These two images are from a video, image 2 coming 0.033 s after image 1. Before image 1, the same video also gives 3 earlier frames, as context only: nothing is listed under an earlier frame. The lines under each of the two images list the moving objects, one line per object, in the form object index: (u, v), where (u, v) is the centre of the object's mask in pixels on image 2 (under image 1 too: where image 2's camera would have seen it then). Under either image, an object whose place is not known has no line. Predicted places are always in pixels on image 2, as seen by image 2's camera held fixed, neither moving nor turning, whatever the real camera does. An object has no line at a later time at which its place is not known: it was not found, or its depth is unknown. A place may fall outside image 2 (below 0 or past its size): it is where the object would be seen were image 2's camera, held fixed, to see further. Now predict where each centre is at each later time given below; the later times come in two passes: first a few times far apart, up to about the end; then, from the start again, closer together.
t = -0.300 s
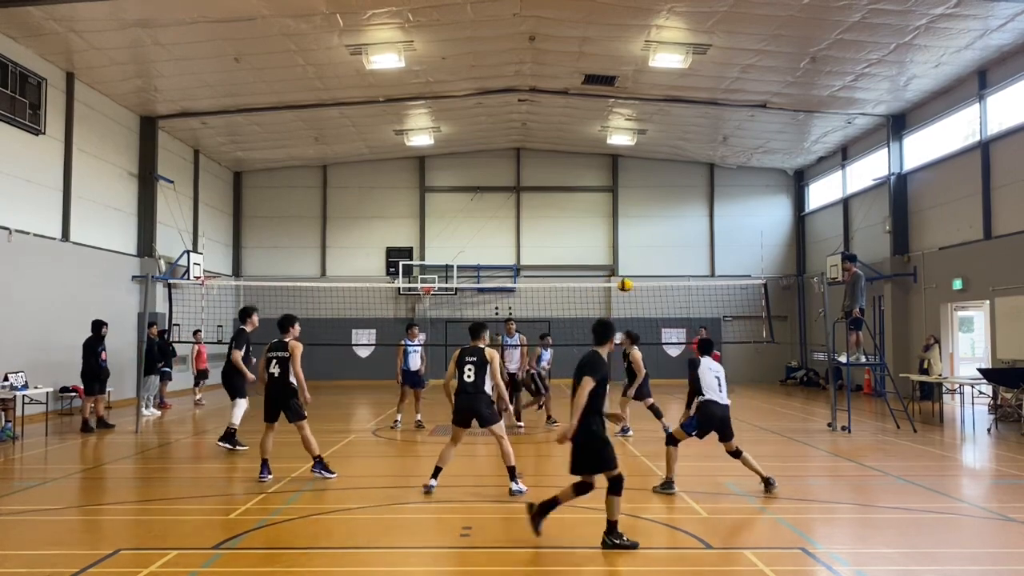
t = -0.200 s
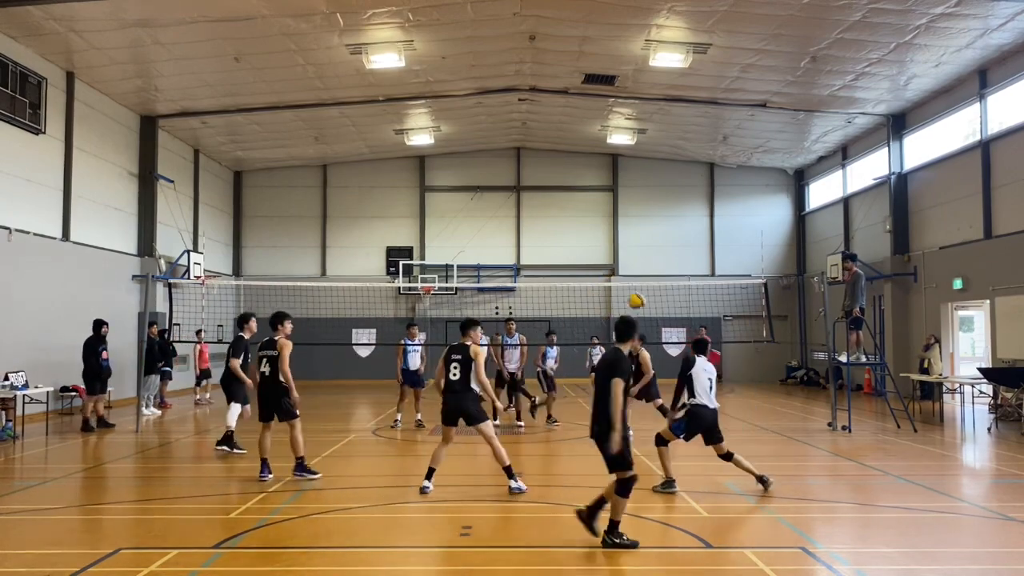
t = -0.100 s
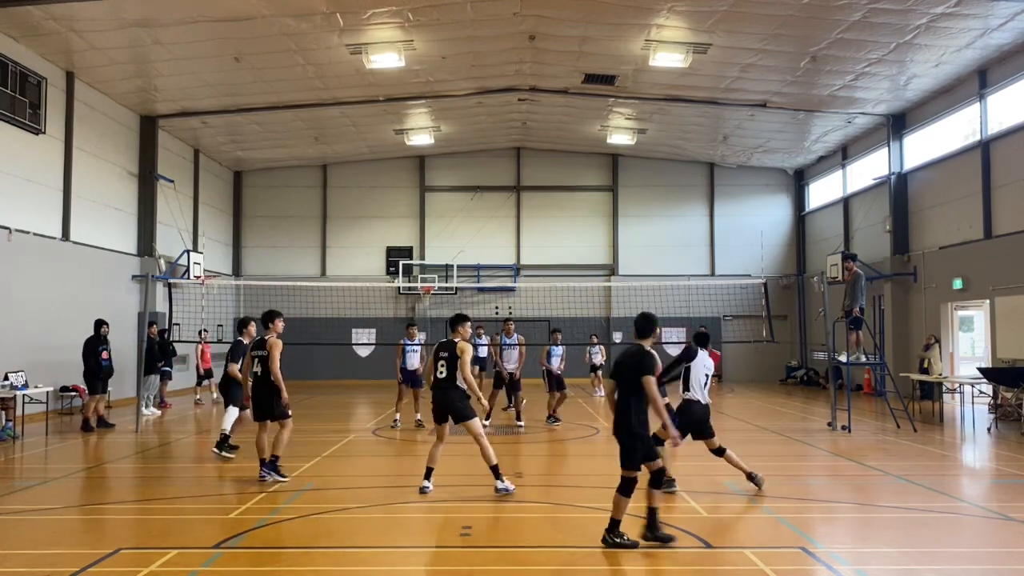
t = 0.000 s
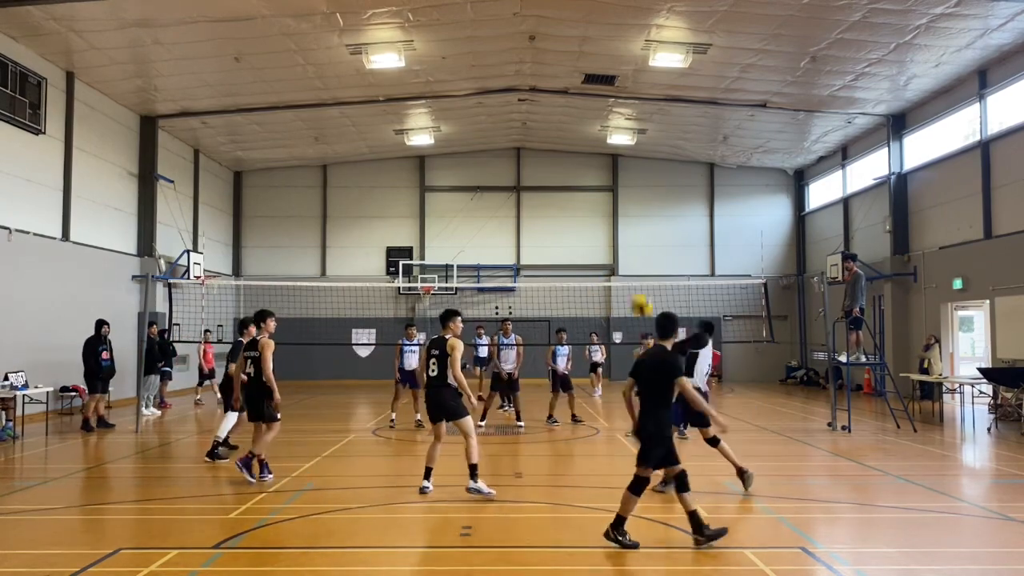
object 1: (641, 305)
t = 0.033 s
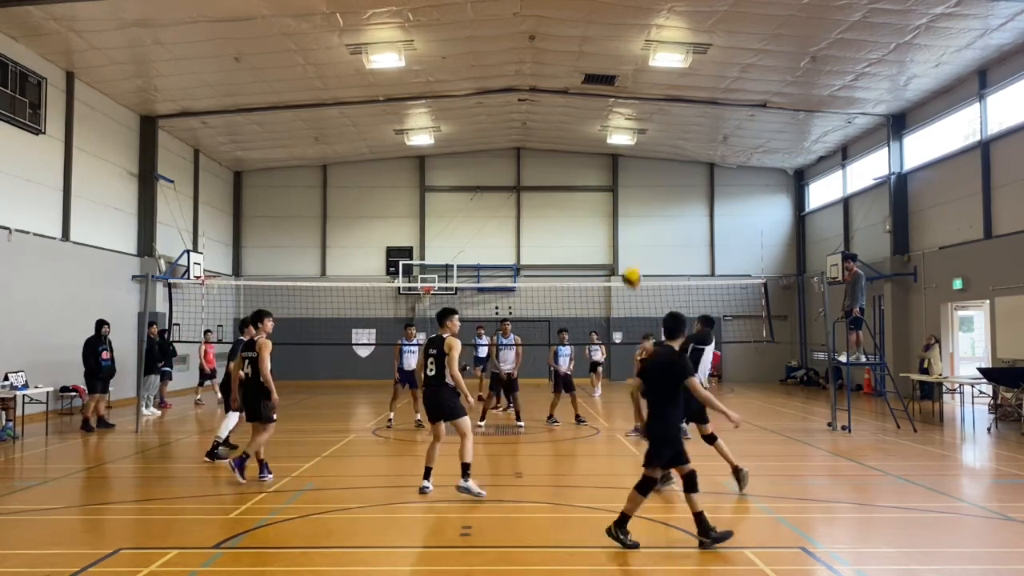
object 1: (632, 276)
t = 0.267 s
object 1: (575, 123)
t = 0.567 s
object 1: (512, 12)
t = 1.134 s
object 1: (419, 20)
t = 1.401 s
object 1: (383, 105)
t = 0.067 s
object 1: (623, 251)
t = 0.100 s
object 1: (613, 225)
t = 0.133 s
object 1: (605, 201)
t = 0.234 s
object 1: (581, 139)
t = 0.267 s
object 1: (575, 123)
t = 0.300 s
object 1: (565, 105)
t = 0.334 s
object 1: (558, 90)
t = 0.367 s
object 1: (552, 75)
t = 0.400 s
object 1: (544, 61)
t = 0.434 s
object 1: (537, 50)
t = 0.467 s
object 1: (531, 39)
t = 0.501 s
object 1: (525, 30)
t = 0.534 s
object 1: (519, 20)
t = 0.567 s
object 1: (512, 12)
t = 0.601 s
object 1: (505, 6)
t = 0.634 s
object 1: (500, 4)
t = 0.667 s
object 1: (494, 2)
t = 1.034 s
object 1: (434, 5)
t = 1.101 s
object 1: (425, 14)
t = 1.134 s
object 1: (419, 20)
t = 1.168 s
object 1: (413, 29)
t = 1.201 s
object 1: (409, 37)
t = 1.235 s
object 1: (404, 46)
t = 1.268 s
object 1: (401, 57)
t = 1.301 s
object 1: (397, 70)
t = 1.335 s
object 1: (391, 80)
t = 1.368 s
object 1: (387, 93)
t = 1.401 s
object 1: (383, 105)
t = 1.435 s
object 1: (378, 118)
